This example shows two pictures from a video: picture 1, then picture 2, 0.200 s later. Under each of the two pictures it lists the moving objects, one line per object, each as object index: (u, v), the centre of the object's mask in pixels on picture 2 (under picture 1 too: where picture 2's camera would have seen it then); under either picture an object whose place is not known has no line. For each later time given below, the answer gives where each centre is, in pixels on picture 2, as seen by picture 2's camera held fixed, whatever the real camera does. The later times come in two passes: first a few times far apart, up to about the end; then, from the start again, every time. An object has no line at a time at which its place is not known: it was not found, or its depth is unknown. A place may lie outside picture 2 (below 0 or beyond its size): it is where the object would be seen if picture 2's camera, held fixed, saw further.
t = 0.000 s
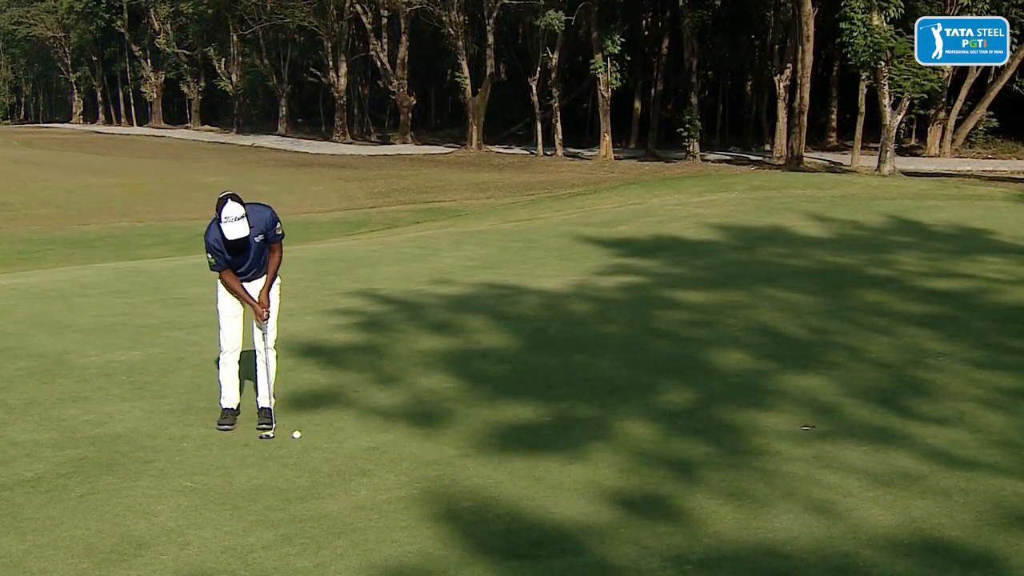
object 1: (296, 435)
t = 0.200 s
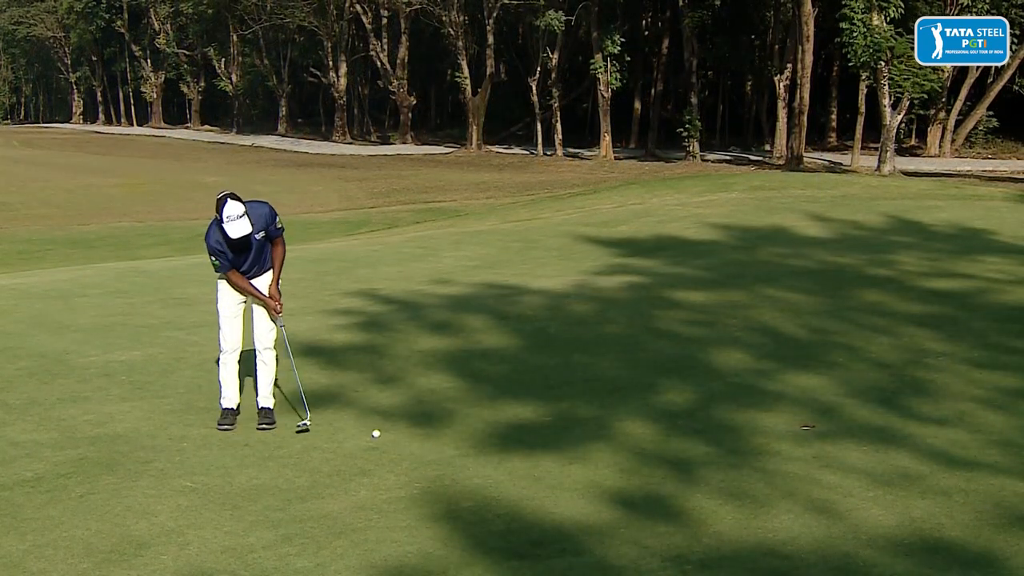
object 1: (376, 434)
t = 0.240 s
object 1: (389, 433)
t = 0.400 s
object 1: (441, 432)
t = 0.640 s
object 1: (512, 430)
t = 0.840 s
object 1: (566, 429)
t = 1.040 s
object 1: (613, 427)
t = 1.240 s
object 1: (655, 426)
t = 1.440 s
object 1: (691, 425)
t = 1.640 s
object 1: (723, 424)
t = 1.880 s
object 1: (753, 422)
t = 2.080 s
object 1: (773, 422)
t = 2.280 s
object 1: (786, 421)
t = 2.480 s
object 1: (795, 420)
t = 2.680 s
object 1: (800, 420)
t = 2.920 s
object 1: (801, 420)
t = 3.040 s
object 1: (801, 420)
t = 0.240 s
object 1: (389, 433)
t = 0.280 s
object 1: (402, 433)
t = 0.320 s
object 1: (415, 432)
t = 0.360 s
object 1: (428, 432)
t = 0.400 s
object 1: (441, 432)
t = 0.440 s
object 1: (454, 432)
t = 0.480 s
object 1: (466, 431)
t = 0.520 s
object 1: (478, 432)
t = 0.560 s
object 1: (489, 431)
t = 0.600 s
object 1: (501, 431)
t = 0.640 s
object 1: (512, 430)
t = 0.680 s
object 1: (523, 430)
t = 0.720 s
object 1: (534, 430)
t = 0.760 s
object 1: (545, 430)
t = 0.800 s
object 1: (555, 429)
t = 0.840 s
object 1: (566, 429)
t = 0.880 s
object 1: (576, 429)
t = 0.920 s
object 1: (586, 428)
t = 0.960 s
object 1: (595, 428)
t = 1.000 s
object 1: (604, 427)
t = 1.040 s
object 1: (613, 427)
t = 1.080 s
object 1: (622, 427)
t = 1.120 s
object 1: (631, 427)
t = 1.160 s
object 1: (639, 426)
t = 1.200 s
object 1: (647, 426)
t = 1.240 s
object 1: (655, 426)
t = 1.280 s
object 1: (663, 425)
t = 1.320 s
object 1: (671, 425)
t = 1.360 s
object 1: (678, 425)
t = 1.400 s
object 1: (685, 424)
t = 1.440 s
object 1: (691, 425)
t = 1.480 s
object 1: (698, 424)
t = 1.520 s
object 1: (705, 424)
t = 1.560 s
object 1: (711, 424)
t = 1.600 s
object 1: (717, 424)
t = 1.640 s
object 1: (723, 424)
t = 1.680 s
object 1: (728, 424)
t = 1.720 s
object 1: (734, 423)
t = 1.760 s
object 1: (739, 423)
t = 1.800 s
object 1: (744, 423)
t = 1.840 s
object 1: (749, 423)
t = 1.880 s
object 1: (753, 422)
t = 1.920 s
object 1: (757, 422)
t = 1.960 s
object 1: (761, 422)
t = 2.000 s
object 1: (765, 422)
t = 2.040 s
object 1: (769, 422)
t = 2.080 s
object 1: (773, 422)
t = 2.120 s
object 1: (776, 422)
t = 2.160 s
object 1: (779, 421)
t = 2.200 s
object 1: (782, 421)
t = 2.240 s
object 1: (784, 421)
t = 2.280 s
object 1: (786, 421)
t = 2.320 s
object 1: (789, 421)
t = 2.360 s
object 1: (791, 421)
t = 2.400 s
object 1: (792, 420)
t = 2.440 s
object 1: (794, 420)
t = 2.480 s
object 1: (795, 420)
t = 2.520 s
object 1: (797, 420)
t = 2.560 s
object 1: (798, 420)
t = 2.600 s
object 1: (799, 420)
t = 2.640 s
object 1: (800, 420)
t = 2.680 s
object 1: (800, 420)
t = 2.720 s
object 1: (800, 420)
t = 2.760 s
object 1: (801, 420)
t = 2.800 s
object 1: (801, 420)
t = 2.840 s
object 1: (801, 420)
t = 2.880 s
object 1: (801, 420)
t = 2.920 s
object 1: (801, 420)
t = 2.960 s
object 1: (801, 420)
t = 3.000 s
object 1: (801, 420)
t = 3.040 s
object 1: (801, 420)
